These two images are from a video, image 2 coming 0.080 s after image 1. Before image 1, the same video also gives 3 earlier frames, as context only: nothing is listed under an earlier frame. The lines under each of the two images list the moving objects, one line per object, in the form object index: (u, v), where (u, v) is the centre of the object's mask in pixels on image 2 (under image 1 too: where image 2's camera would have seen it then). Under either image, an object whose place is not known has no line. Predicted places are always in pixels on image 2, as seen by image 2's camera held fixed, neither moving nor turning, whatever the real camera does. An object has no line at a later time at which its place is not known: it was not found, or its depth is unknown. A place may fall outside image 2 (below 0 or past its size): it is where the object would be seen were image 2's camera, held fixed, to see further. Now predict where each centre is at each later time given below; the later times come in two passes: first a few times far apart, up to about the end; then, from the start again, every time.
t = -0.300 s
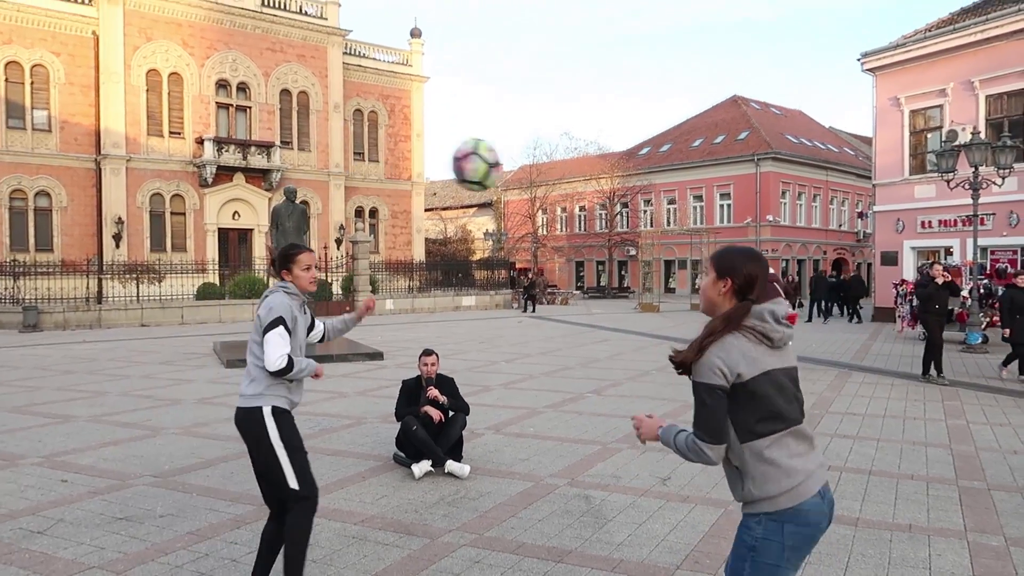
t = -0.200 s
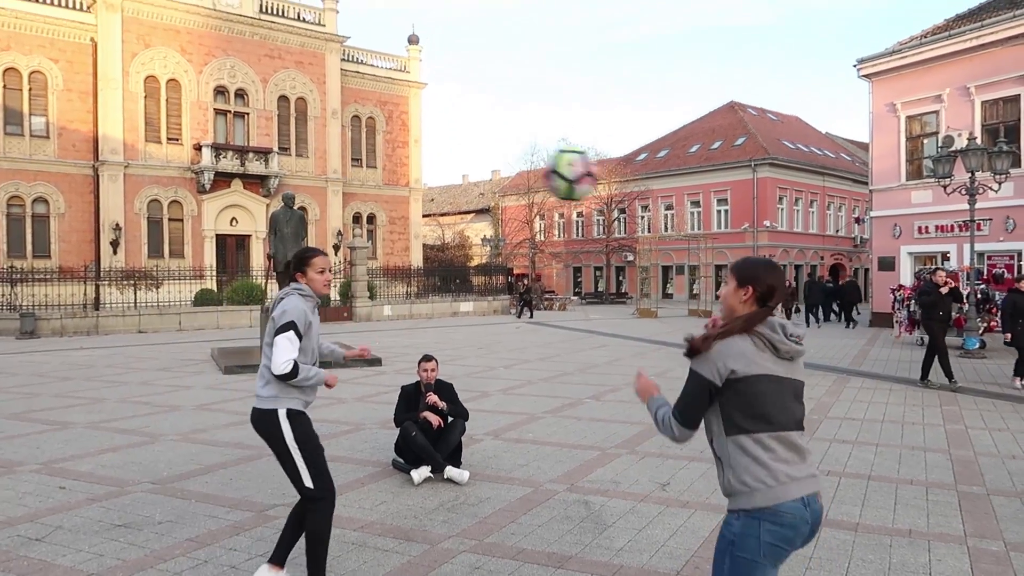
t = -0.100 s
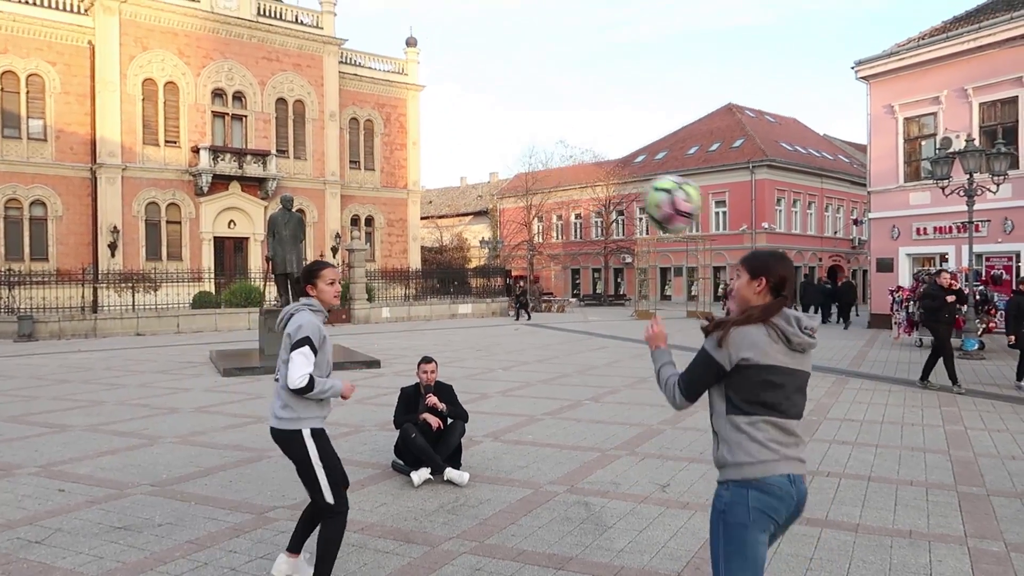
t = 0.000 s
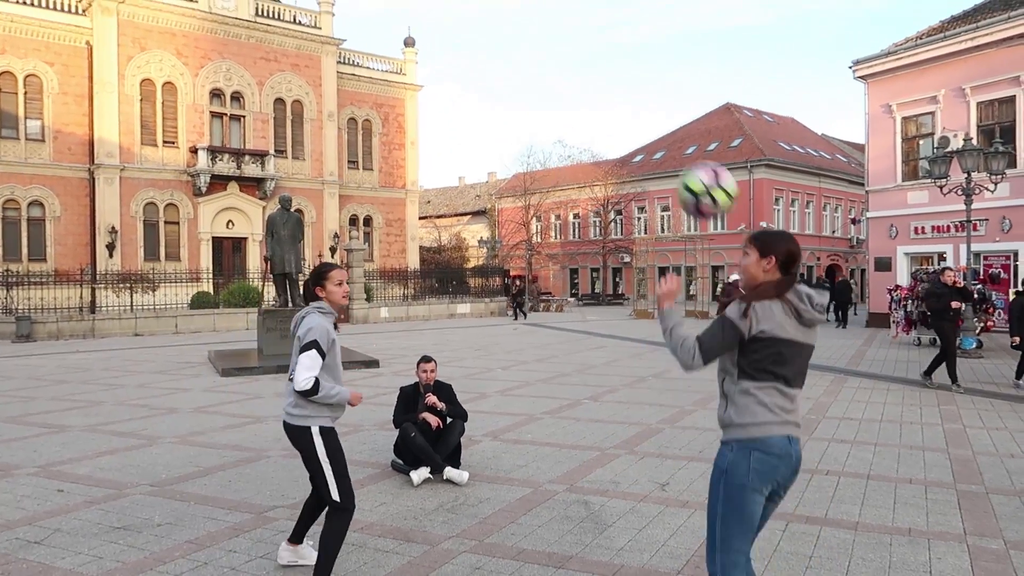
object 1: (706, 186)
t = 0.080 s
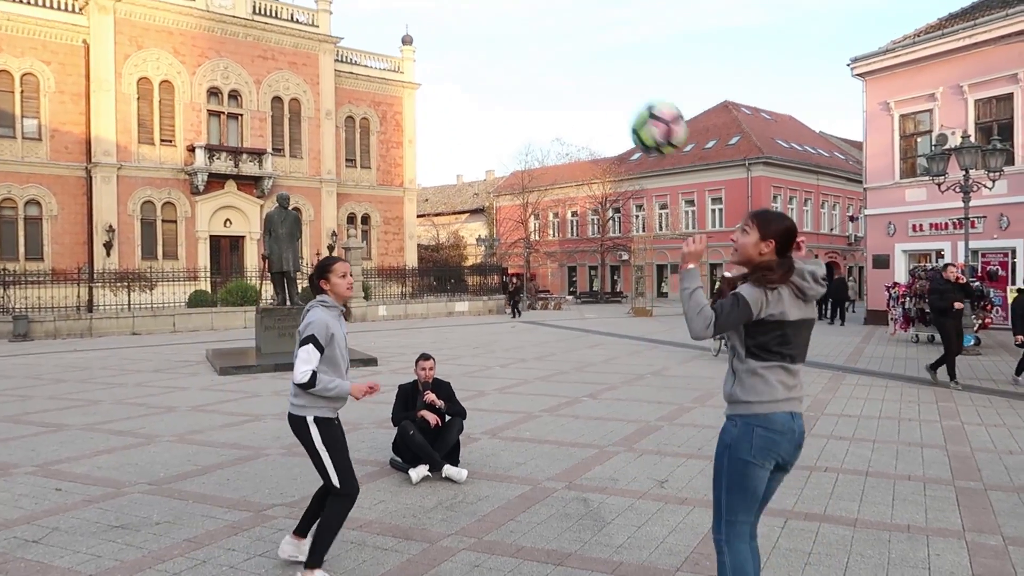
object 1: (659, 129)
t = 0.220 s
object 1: (581, 66)
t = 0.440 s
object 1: (476, 62)
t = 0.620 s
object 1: (401, 133)
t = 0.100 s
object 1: (647, 116)
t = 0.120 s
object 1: (635, 105)
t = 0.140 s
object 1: (624, 95)
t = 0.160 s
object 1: (613, 86)
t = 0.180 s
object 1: (602, 78)
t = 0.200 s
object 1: (592, 71)
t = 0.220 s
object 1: (581, 66)
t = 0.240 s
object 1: (571, 61)
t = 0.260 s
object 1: (561, 56)
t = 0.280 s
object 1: (551, 53)
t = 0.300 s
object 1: (541, 52)
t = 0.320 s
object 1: (532, 51)
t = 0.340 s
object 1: (522, 50)
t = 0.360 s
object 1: (513, 51)
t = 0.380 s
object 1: (503, 53)
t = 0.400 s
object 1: (494, 55)
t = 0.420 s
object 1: (485, 59)
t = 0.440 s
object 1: (476, 62)
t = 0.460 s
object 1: (468, 67)
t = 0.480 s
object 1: (459, 73)
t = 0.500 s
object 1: (450, 79)
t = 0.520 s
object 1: (442, 86)
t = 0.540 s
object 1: (433, 94)
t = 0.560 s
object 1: (425, 103)
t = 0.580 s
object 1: (417, 112)
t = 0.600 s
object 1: (409, 122)
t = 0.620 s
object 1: (401, 133)
